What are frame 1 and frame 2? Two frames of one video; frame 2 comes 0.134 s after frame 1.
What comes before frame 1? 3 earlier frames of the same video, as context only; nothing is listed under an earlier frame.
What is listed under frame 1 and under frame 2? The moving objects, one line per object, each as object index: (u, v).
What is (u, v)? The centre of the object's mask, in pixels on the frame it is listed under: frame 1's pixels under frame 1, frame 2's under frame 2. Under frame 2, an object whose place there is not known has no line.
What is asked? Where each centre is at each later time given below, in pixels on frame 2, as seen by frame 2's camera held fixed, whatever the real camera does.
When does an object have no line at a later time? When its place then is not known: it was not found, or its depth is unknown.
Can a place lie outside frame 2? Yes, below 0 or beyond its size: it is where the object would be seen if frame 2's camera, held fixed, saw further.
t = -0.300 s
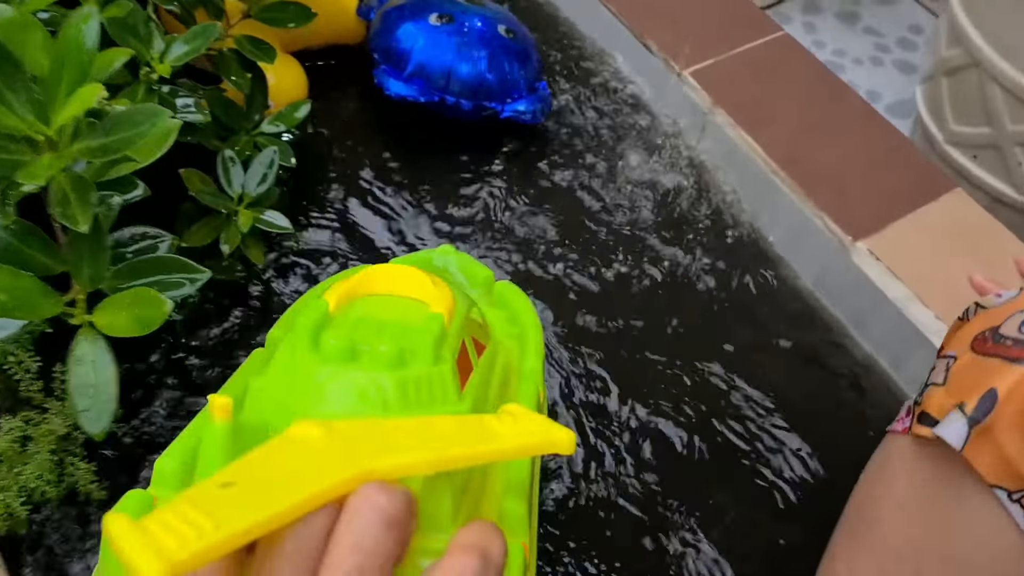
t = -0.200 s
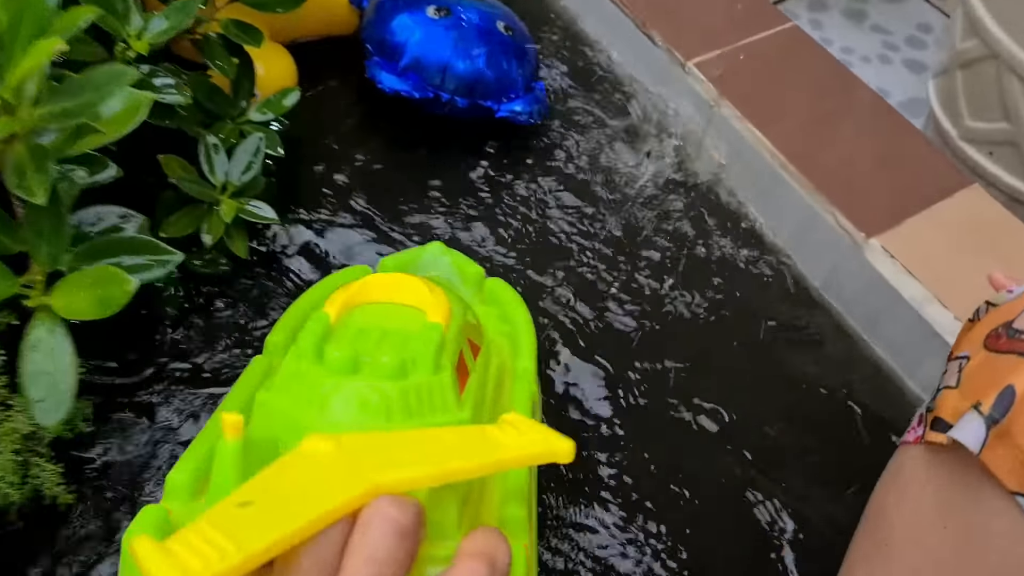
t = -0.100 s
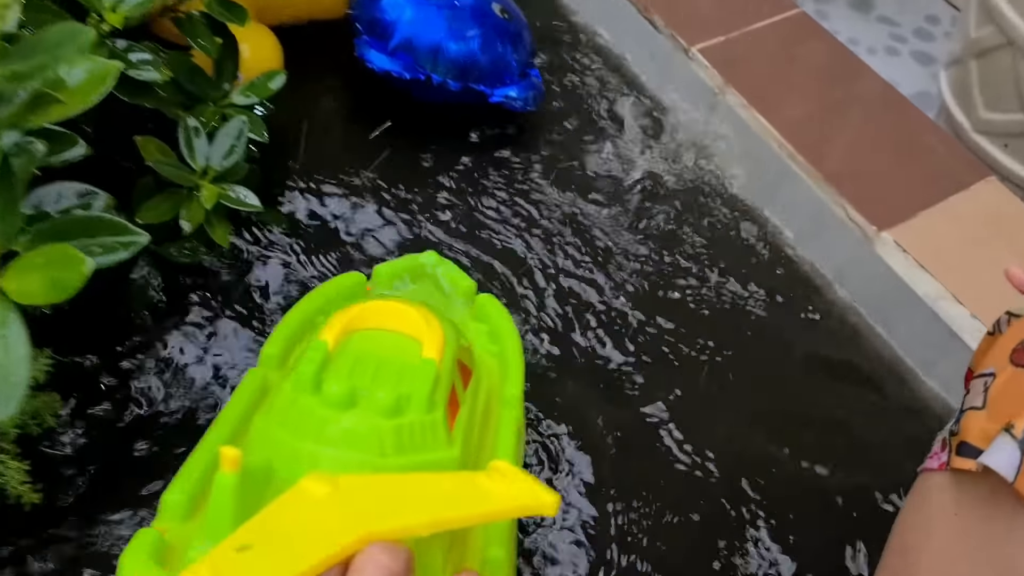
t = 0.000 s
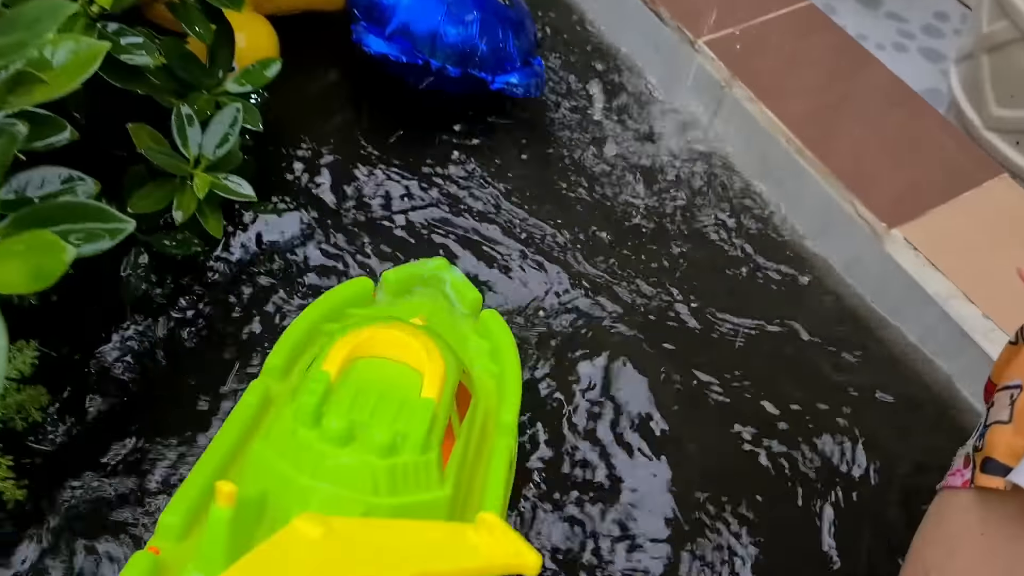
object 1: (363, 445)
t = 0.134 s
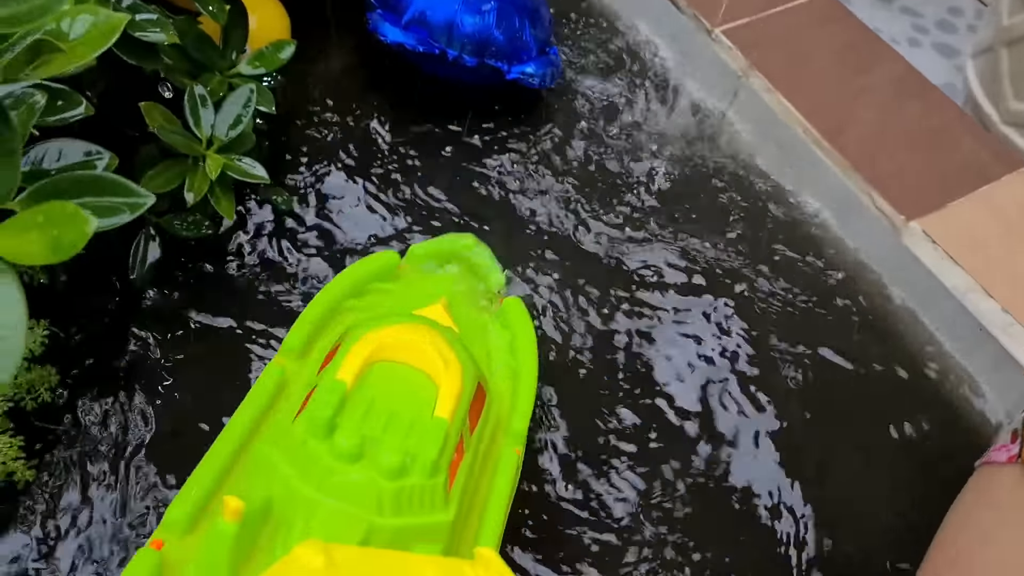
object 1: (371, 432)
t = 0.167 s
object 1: (366, 431)
